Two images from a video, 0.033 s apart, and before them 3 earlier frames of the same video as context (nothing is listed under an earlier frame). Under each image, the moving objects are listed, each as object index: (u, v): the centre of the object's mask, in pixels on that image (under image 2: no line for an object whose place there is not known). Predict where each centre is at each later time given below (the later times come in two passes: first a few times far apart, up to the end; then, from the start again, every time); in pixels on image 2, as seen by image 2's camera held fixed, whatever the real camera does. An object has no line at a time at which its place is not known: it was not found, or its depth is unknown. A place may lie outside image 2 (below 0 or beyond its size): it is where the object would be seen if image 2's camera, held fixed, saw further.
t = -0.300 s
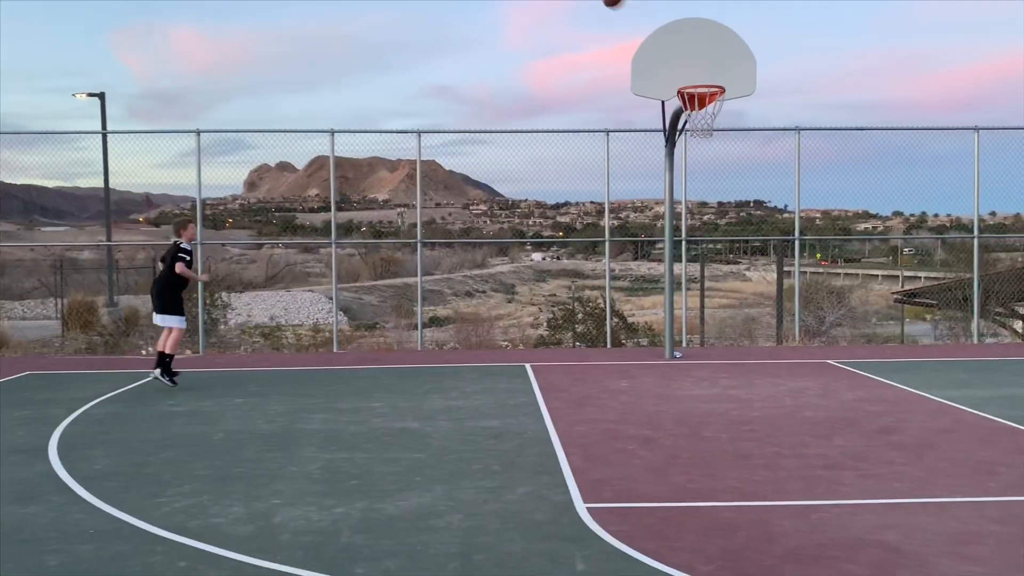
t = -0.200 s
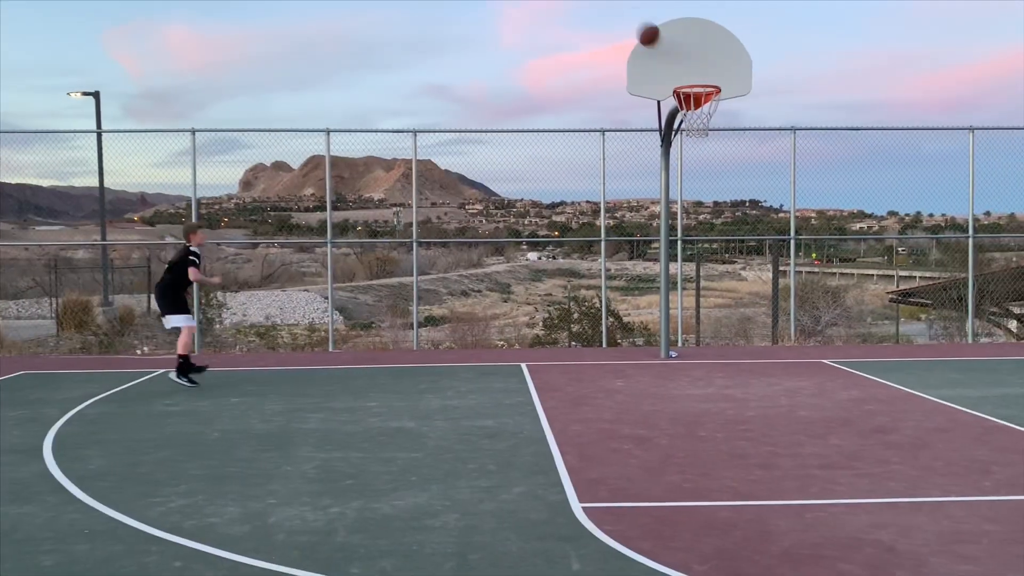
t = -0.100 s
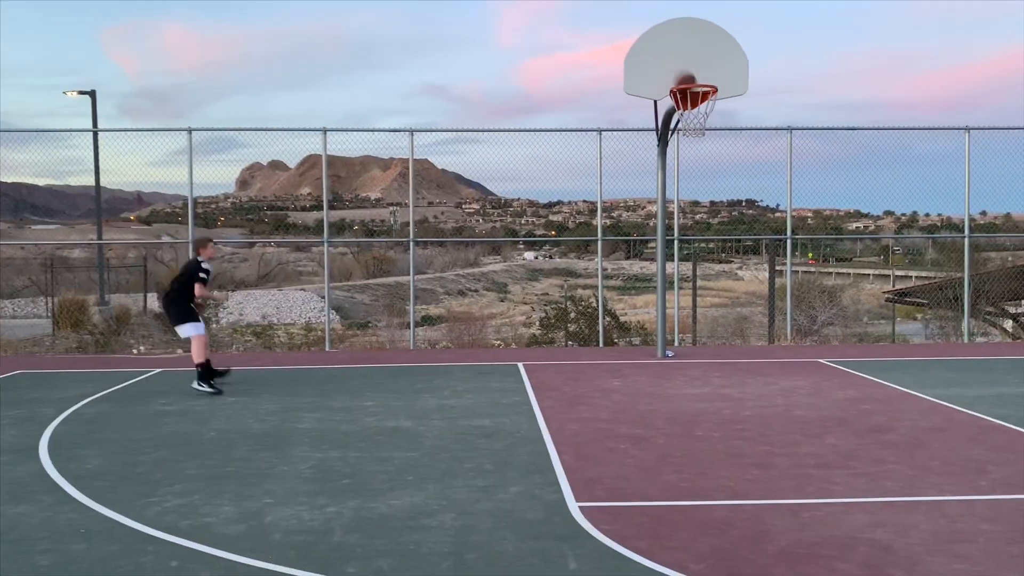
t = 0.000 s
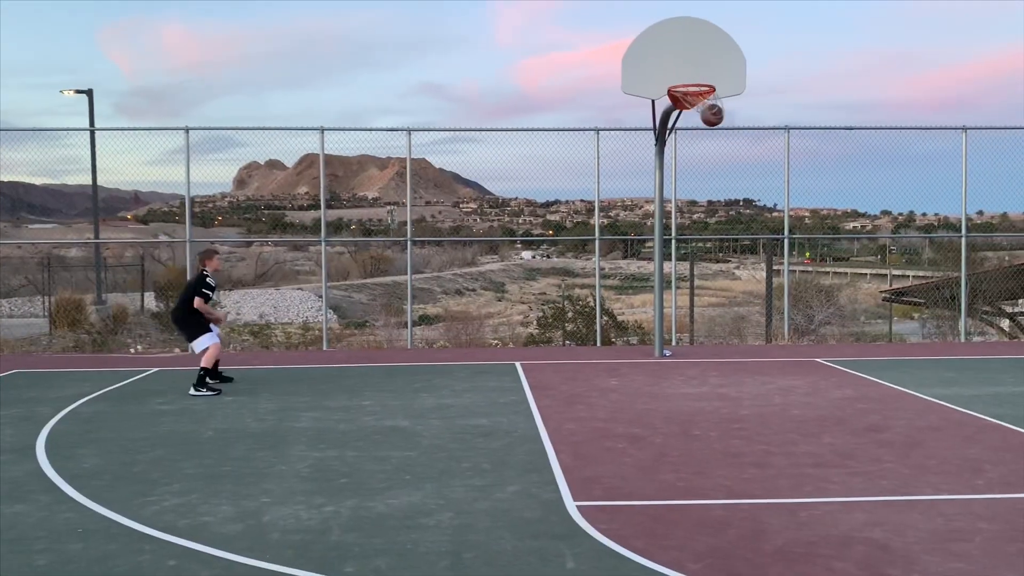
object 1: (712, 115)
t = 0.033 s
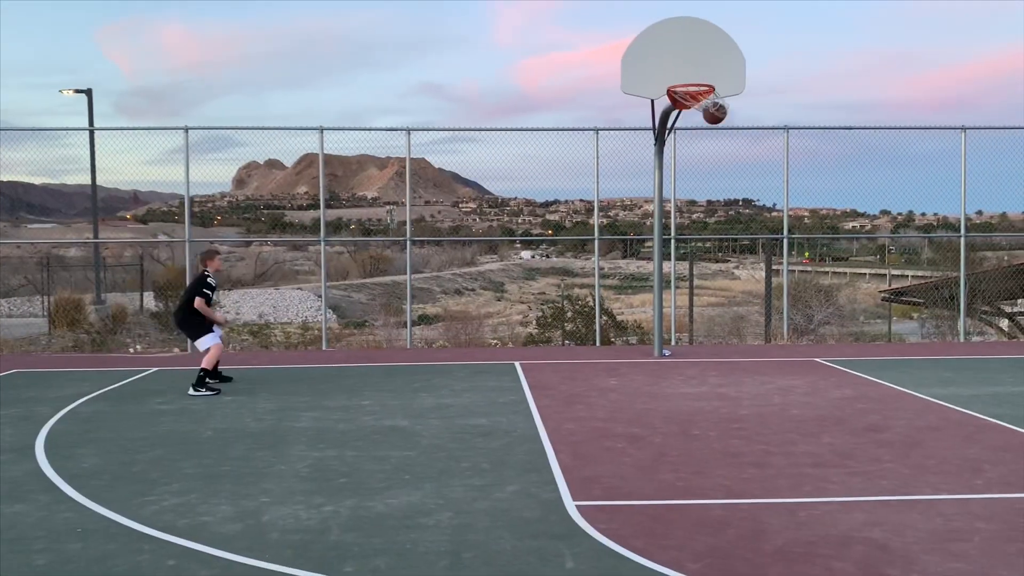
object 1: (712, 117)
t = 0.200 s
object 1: (719, 115)
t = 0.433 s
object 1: (722, 156)
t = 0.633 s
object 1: (724, 238)
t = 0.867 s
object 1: (728, 378)
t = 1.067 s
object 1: (720, 301)
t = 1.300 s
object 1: (711, 258)
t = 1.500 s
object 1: (703, 266)
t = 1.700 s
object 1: (696, 319)
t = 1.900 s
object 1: (690, 379)
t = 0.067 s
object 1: (715, 116)
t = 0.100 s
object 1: (719, 116)
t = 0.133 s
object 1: (720, 114)
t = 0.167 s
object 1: (720, 114)
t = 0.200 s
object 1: (719, 115)
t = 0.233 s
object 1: (719, 116)
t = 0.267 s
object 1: (719, 119)
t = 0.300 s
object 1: (720, 125)
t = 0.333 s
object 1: (720, 131)
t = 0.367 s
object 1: (721, 138)
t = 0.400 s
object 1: (721, 147)
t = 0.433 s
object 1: (722, 156)
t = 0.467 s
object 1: (722, 167)
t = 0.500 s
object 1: (722, 179)
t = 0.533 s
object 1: (723, 193)
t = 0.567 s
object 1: (723, 207)
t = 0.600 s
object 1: (723, 221)
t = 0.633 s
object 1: (724, 238)
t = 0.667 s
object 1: (724, 255)
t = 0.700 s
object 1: (725, 274)
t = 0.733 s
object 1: (726, 295)
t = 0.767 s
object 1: (727, 316)
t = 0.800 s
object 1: (728, 339)
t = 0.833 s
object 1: (728, 362)
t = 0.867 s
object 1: (728, 378)
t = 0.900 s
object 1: (727, 363)
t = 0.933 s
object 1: (726, 348)
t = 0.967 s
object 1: (725, 335)
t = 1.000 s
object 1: (724, 322)
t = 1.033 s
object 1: (722, 310)
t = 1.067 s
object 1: (720, 301)
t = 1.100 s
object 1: (720, 290)
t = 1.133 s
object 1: (719, 282)
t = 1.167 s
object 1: (717, 275)
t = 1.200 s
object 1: (716, 269)
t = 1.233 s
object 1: (714, 264)
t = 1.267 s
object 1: (713, 260)
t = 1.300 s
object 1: (711, 258)
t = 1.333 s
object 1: (710, 257)
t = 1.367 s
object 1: (709, 256)
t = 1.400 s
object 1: (708, 256)
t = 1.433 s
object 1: (707, 259)
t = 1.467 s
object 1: (705, 262)
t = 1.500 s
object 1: (703, 266)
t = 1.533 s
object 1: (702, 272)
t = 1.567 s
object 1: (702, 278)
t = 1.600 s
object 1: (700, 287)
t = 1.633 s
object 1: (698, 296)
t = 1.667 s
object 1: (697, 307)
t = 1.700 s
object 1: (696, 319)
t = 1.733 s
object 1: (695, 330)
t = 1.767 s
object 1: (694, 345)
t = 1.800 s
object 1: (693, 361)
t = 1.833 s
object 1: (692, 378)
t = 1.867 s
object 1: (691, 391)
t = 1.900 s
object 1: (690, 379)
